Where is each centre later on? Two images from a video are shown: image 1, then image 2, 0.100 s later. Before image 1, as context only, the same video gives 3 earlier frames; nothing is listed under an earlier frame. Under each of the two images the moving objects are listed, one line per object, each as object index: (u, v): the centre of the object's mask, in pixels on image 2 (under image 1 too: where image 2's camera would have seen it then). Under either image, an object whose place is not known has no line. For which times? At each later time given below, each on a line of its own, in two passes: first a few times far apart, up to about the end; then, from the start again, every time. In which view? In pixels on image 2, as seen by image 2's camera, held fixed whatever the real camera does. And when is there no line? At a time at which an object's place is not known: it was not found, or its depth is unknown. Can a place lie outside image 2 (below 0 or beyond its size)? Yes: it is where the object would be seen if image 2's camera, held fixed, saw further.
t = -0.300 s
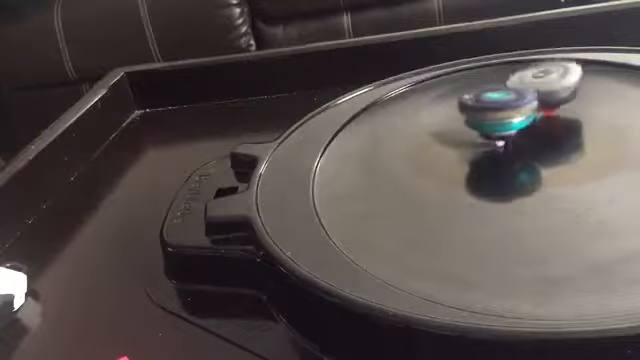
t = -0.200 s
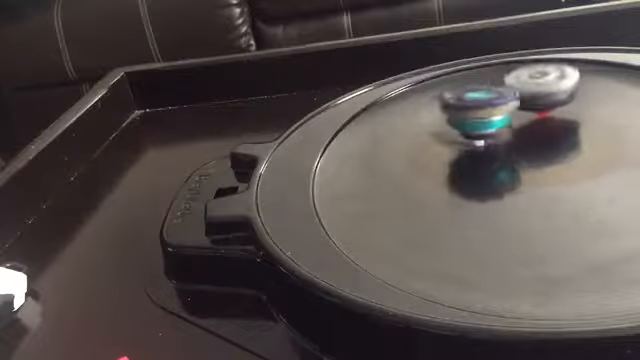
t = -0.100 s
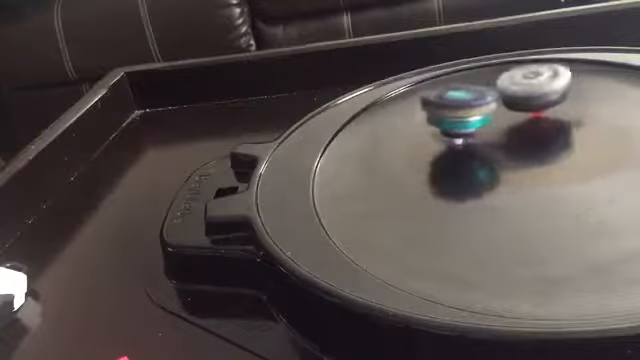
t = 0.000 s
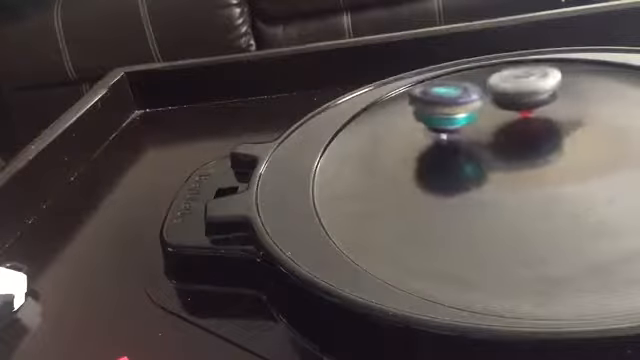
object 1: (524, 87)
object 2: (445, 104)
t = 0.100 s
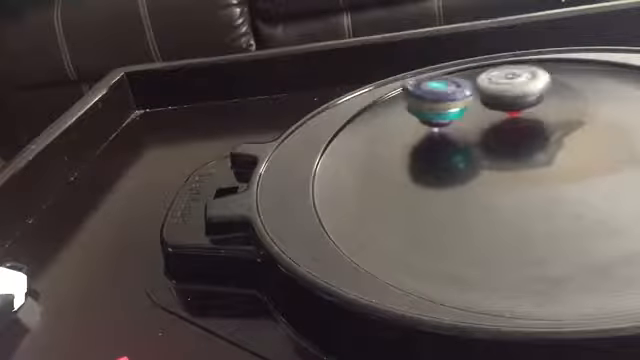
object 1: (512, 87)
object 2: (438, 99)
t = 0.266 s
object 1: (521, 81)
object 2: (416, 88)
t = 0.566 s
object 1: (524, 72)
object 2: (423, 72)
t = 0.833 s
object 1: (530, 75)
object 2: (456, 80)
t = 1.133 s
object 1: (548, 89)
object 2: (481, 78)
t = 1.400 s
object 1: (531, 93)
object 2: (490, 60)
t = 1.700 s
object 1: (544, 94)
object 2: (496, 67)
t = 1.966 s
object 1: (517, 98)
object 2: (529, 60)
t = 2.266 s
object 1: (446, 92)
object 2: (520, 68)
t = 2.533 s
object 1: (434, 94)
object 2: (519, 81)
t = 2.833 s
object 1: (468, 94)
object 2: (540, 90)
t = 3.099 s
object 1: (475, 100)
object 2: (543, 90)
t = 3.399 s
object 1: (474, 94)
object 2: (542, 83)
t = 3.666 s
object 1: (472, 92)
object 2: (528, 70)
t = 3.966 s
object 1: (472, 94)
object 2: (514, 64)
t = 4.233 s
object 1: (477, 96)
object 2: (521, 68)
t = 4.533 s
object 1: (475, 96)
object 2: (539, 79)
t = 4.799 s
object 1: (470, 94)
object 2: (545, 85)
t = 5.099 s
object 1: (451, 91)
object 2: (562, 92)
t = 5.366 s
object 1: (464, 94)
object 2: (539, 91)
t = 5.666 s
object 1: (471, 99)
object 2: (538, 81)
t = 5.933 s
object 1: (469, 98)
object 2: (547, 82)
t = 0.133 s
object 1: (508, 87)
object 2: (436, 96)
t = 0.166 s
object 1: (508, 86)
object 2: (434, 94)
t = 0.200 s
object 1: (513, 85)
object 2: (426, 92)
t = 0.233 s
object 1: (519, 83)
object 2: (420, 90)
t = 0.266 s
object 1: (521, 81)
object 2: (416, 88)
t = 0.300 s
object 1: (523, 80)
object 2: (414, 86)
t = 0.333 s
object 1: (525, 78)
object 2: (413, 84)
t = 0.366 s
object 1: (527, 77)
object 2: (412, 82)
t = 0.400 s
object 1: (528, 75)
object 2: (411, 80)
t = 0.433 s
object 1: (528, 74)
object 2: (412, 78)
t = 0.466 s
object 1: (528, 73)
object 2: (414, 76)
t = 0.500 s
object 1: (527, 73)
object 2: (415, 75)
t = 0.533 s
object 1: (527, 73)
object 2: (418, 74)
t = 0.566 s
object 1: (524, 72)
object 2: (423, 72)
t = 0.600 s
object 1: (523, 72)
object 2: (428, 71)
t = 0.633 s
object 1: (519, 72)
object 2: (433, 71)
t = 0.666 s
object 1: (517, 73)
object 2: (439, 72)
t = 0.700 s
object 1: (515, 73)
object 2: (446, 74)
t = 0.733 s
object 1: (520, 73)
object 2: (446, 76)
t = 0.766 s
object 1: (523, 73)
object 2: (449, 78)
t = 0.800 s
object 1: (526, 75)
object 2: (453, 79)
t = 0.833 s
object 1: (530, 75)
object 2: (456, 80)
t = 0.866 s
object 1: (534, 77)
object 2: (459, 81)
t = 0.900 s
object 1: (539, 77)
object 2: (462, 81)
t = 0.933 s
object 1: (543, 79)
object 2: (467, 82)
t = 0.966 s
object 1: (545, 81)
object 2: (471, 82)
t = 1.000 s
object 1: (547, 82)
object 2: (473, 82)
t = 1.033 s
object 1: (551, 83)
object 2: (475, 81)
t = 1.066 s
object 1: (551, 85)
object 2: (477, 80)
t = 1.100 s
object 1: (550, 87)
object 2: (479, 79)
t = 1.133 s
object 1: (548, 89)
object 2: (481, 78)
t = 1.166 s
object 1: (546, 90)
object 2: (483, 76)
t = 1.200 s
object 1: (543, 91)
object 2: (486, 75)
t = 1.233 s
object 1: (539, 91)
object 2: (487, 72)
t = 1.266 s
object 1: (540, 93)
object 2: (490, 70)
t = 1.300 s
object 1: (538, 97)
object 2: (492, 67)
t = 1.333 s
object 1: (537, 95)
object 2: (492, 65)
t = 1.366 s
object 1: (532, 94)
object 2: (491, 62)
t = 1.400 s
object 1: (531, 93)
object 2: (490, 60)
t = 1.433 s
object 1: (530, 92)
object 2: (488, 60)
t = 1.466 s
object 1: (529, 91)
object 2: (485, 60)
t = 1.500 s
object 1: (530, 89)
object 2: (483, 62)
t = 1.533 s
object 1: (532, 88)
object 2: (483, 64)
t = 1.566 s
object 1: (534, 89)
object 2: (484, 64)
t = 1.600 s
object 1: (538, 89)
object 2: (485, 64)
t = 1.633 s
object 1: (545, 93)
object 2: (490, 67)
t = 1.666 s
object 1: (543, 93)
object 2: (492, 67)
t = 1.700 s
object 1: (544, 94)
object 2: (496, 67)
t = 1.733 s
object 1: (544, 95)
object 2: (501, 67)
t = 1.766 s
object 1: (544, 93)
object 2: (505, 68)
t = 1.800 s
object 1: (543, 93)
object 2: (510, 67)
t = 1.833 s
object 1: (539, 93)
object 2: (515, 67)
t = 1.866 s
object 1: (534, 94)
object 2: (518, 62)
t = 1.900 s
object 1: (530, 95)
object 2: (524, 62)
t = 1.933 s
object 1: (523, 97)
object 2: (528, 61)
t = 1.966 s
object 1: (517, 98)
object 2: (529, 60)
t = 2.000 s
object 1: (510, 99)
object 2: (529, 60)
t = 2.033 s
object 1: (504, 100)
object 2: (527, 61)
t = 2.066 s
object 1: (499, 100)
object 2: (524, 61)
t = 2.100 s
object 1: (494, 100)
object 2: (520, 63)
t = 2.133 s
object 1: (488, 98)
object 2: (517, 65)
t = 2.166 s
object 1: (481, 97)
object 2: (517, 66)
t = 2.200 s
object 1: (470, 95)
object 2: (518, 66)
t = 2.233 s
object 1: (457, 93)
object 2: (519, 67)
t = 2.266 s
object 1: (446, 92)
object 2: (520, 68)
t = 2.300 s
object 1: (441, 92)
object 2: (521, 68)
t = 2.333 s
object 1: (435, 93)
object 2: (521, 69)
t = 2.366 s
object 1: (432, 94)
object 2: (521, 71)
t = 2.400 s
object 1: (430, 95)
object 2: (521, 72)
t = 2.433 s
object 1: (430, 95)
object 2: (521, 74)
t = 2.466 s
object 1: (430, 95)
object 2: (521, 76)
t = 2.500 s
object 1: (432, 95)
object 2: (520, 78)
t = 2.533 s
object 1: (434, 94)
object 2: (519, 81)
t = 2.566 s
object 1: (438, 94)
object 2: (519, 82)
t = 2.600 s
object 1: (443, 93)
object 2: (519, 83)
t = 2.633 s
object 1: (446, 93)
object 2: (520, 84)
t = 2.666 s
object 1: (448, 93)
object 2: (524, 86)
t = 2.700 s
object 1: (450, 92)
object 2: (528, 87)
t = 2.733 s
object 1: (456, 93)
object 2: (532, 88)
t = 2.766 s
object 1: (460, 93)
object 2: (534, 89)
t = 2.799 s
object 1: (465, 94)
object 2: (537, 89)
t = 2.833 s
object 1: (468, 94)
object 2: (540, 90)
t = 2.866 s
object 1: (471, 95)
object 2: (542, 91)
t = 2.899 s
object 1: (475, 97)
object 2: (545, 91)
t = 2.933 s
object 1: (475, 99)
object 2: (546, 91)
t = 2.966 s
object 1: (475, 101)
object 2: (546, 91)
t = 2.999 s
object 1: (474, 101)
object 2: (546, 91)
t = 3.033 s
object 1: (473, 102)
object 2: (546, 91)
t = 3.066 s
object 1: (475, 102)
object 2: (545, 90)
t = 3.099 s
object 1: (475, 100)
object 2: (543, 90)
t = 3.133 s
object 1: (474, 99)
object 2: (540, 89)
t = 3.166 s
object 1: (473, 98)
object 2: (535, 89)
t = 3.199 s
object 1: (473, 97)
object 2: (535, 89)
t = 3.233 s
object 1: (473, 96)
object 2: (535, 88)
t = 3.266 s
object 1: (473, 97)
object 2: (537, 87)
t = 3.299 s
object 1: (474, 96)
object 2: (541, 86)
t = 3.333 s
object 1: (474, 96)
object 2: (541, 85)
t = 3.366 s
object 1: (474, 95)
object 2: (543, 84)
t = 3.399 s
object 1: (474, 94)
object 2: (542, 83)
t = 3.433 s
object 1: (475, 94)
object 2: (541, 82)
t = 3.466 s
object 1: (475, 94)
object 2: (539, 81)
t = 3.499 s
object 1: (474, 93)
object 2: (537, 79)
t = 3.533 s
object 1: (472, 92)
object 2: (534, 78)
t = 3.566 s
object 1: (471, 92)
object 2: (532, 75)
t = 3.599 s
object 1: (471, 92)
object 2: (529, 73)
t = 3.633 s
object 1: (472, 92)
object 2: (528, 71)
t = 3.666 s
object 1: (472, 92)
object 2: (528, 70)
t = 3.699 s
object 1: (472, 92)
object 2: (527, 69)
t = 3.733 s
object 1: (473, 93)
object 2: (526, 67)
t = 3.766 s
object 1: (472, 93)
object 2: (525, 66)
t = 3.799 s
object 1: (472, 94)
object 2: (523, 64)
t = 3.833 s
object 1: (471, 94)
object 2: (521, 64)
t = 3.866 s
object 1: (472, 93)
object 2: (518, 64)
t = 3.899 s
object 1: (472, 93)
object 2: (515, 64)
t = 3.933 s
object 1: (472, 93)
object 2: (514, 64)
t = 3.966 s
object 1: (472, 94)
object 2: (514, 64)
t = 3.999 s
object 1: (472, 94)
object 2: (514, 64)
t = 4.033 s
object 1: (472, 94)
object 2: (514, 64)
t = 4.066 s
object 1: (474, 95)
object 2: (513, 65)
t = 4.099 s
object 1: (474, 96)
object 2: (515, 65)
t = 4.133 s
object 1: (475, 95)
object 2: (515, 65)
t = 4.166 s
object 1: (476, 96)
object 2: (516, 67)
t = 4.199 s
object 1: (476, 96)
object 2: (517, 68)
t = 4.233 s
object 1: (477, 96)
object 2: (521, 68)
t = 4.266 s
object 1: (477, 99)
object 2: (524, 68)
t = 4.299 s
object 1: (477, 96)
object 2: (526, 70)
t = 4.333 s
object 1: (476, 100)
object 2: (529, 71)
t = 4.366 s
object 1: (476, 96)
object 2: (530, 72)
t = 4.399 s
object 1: (476, 96)
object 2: (532, 73)
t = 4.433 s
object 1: (476, 96)
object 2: (533, 74)
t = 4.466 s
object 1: (476, 97)
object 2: (535, 75)
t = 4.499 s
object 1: (476, 96)
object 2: (536, 76)
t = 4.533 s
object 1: (475, 96)
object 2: (539, 79)
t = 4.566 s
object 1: (475, 96)
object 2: (541, 79)
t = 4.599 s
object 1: (474, 96)
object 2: (542, 80)
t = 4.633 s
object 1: (474, 96)
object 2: (543, 81)
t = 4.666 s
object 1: (473, 95)
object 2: (544, 81)
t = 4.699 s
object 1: (471, 95)
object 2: (547, 83)
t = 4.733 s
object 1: (469, 94)
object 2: (547, 83)
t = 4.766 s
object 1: (469, 94)
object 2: (547, 85)
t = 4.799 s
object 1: (470, 94)
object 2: (545, 85)
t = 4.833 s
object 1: (471, 95)
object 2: (544, 86)
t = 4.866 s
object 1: (471, 99)
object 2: (542, 87)
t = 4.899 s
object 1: (466, 95)
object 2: (550, 89)
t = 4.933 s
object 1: (462, 94)
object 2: (555, 90)
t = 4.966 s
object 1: (458, 92)
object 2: (559, 90)
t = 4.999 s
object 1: (456, 91)
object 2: (561, 91)
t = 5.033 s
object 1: (454, 91)
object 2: (562, 91)
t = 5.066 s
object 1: (453, 91)
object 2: (564, 91)
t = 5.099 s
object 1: (451, 91)
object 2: (562, 92)
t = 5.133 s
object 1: (451, 91)
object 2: (562, 92)
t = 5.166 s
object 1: (452, 91)
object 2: (559, 92)
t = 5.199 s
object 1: (453, 91)
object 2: (556, 92)
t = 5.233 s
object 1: (455, 91)
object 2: (551, 91)
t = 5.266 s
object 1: (456, 91)
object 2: (548, 91)
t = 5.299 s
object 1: (458, 92)
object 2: (544, 92)
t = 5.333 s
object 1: (461, 93)
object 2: (541, 91)
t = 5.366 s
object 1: (464, 94)
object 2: (539, 91)
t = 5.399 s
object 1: (468, 95)
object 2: (538, 89)
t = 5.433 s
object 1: (470, 99)
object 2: (538, 89)
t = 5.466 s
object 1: (471, 96)
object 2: (537, 88)
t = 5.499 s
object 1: (472, 99)
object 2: (538, 86)
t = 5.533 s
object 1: (471, 100)
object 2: (537, 85)
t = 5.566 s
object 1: (471, 100)
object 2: (539, 84)
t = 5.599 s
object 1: (470, 101)
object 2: (537, 83)
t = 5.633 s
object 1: (471, 100)
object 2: (539, 82)
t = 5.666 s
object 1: (471, 99)
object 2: (538, 81)
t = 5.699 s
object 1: (471, 98)
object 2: (540, 81)
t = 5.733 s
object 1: (471, 98)
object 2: (540, 80)
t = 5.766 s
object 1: (471, 97)
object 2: (542, 80)
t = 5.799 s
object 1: (470, 97)
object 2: (545, 79)
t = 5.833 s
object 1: (470, 96)
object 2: (546, 80)
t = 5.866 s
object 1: (468, 98)
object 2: (547, 80)
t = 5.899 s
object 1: (469, 99)
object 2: (547, 81)
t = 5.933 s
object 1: (469, 98)
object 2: (547, 82)
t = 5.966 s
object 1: (467, 96)
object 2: (545, 83)
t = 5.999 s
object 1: (467, 96)
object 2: (545, 83)
